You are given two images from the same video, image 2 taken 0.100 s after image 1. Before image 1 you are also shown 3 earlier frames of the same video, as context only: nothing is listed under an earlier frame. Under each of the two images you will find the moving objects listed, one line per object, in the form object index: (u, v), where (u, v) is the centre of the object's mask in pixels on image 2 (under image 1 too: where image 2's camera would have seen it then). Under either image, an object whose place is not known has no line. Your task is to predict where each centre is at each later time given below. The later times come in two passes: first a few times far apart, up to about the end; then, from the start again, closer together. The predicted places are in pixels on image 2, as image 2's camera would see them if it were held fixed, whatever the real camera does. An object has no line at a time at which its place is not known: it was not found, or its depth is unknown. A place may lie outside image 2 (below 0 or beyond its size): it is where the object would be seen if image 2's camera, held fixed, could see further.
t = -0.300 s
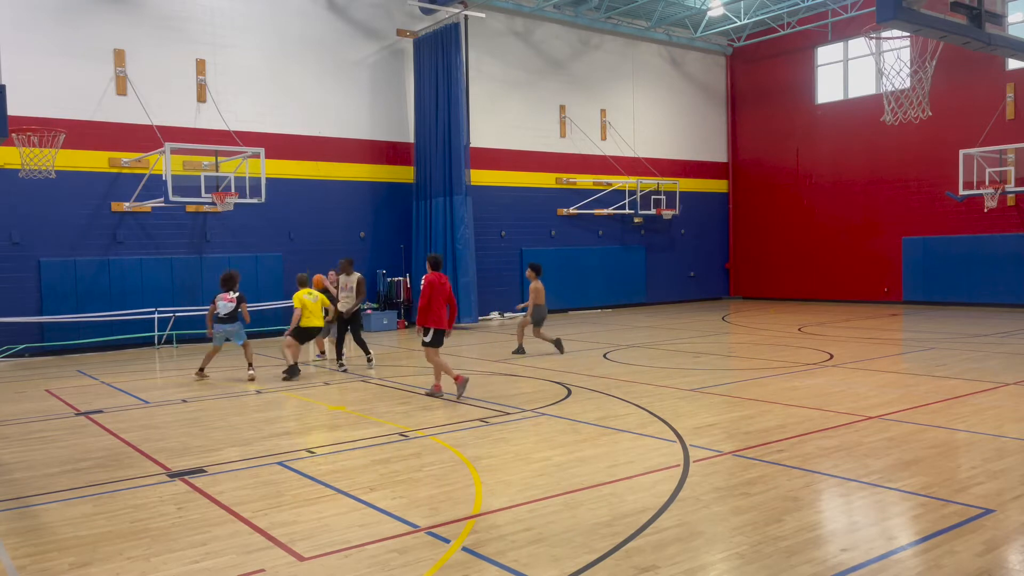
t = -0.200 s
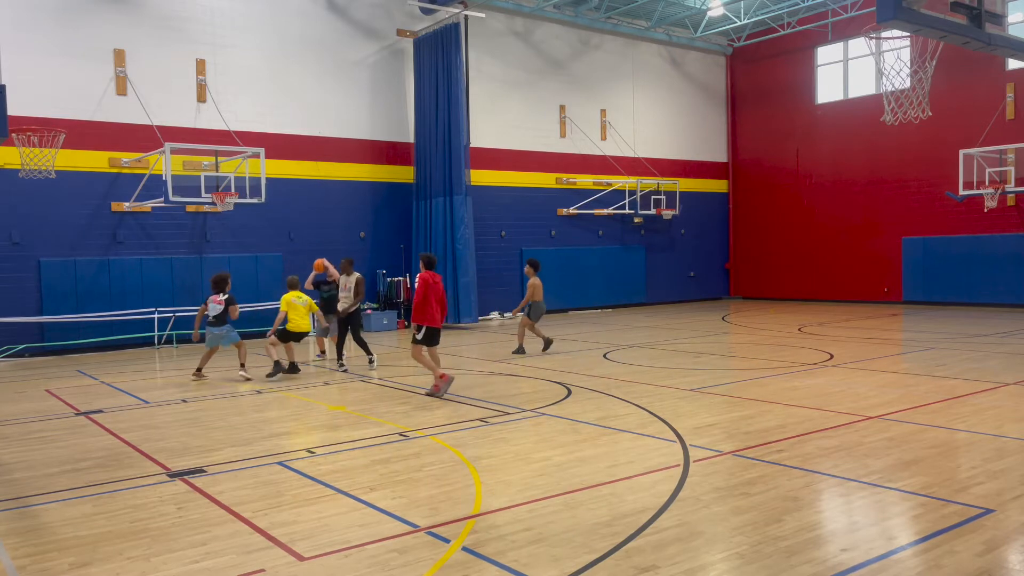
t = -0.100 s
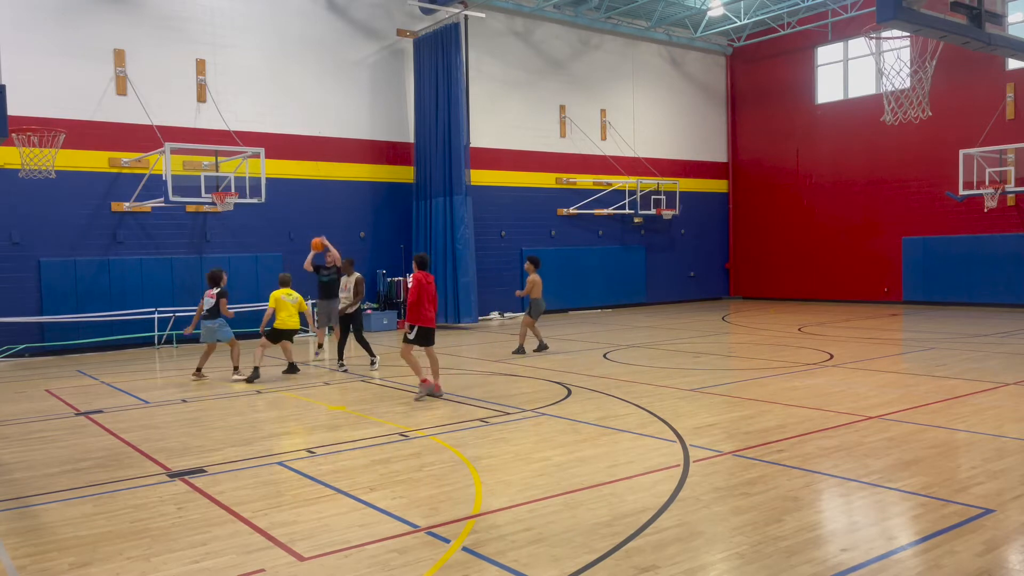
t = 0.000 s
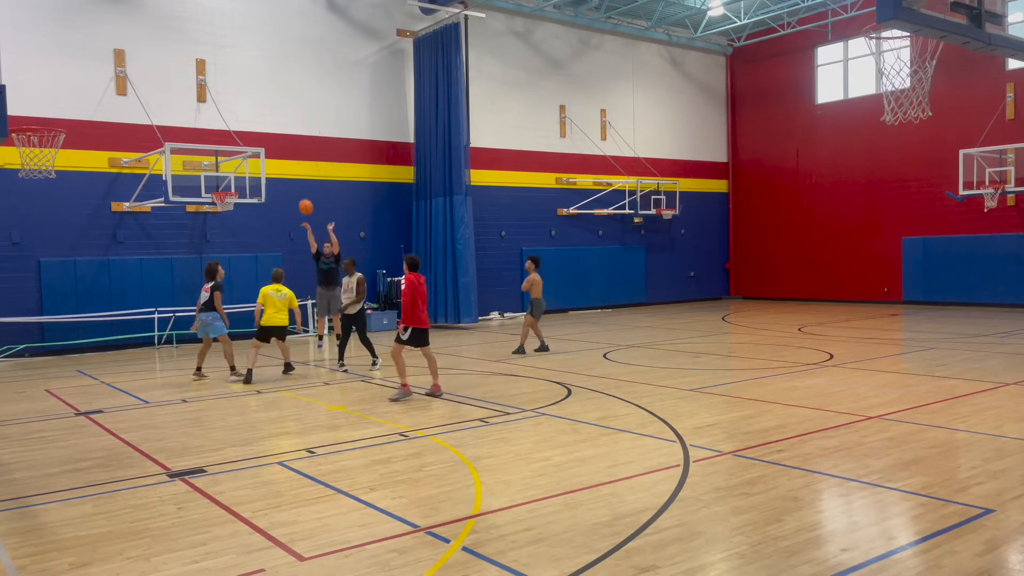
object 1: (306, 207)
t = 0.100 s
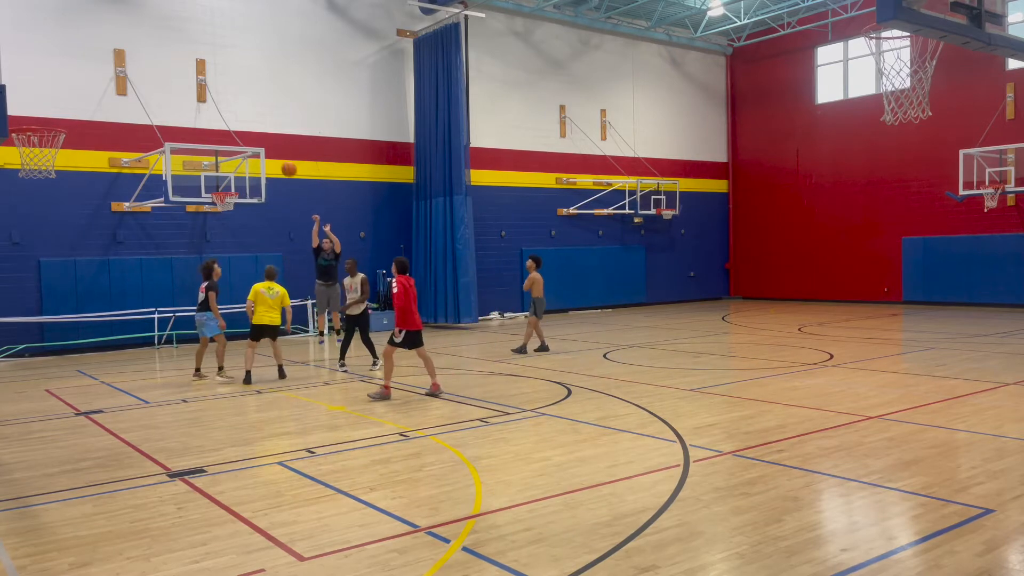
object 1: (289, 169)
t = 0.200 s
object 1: (271, 135)
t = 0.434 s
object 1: (224, 71)
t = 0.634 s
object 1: (178, 40)
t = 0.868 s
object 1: (115, 40)
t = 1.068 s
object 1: (52, 82)
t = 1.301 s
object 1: (64, 73)
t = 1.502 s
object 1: (131, 36)
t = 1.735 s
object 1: (203, 42)
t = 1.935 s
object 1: (257, 84)
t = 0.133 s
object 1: (283, 157)
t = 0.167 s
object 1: (277, 145)
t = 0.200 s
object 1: (271, 135)
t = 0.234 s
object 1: (265, 124)
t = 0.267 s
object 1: (258, 114)
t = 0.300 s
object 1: (252, 105)
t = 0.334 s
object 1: (245, 96)
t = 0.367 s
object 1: (238, 87)
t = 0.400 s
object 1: (231, 79)
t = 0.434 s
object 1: (224, 71)
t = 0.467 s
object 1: (217, 65)
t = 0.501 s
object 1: (209, 58)
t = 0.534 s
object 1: (202, 52)
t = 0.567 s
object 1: (194, 48)
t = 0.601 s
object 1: (186, 44)
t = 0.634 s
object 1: (178, 40)
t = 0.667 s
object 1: (170, 37)
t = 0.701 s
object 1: (161, 35)
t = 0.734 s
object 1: (152, 34)
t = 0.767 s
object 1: (143, 34)
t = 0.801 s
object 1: (134, 35)
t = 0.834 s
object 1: (125, 37)
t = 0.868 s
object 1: (115, 40)
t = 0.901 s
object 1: (105, 44)
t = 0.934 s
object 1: (95, 49)
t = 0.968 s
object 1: (84, 55)
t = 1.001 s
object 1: (74, 63)
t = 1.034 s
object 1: (63, 72)
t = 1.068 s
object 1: (52, 82)
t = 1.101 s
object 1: (40, 94)
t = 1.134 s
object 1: (29, 106)
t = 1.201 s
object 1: (28, 108)
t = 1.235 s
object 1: (41, 95)
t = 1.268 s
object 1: (53, 84)
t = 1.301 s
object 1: (64, 73)
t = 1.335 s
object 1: (76, 63)
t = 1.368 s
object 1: (87, 55)
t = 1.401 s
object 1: (99, 49)
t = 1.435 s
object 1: (110, 43)
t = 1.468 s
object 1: (121, 39)
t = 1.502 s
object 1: (131, 36)
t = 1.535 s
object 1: (142, 34)
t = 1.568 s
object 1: (153, 32)
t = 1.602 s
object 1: (163, 33)
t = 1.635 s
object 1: (173, 34)
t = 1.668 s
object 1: (183, 36)
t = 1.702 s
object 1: (193, 39)
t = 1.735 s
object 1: (203, 42)
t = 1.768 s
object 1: (212, 47)
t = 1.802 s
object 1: (221, 53)
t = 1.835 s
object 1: (230, 60)
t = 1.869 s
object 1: (239, 67)
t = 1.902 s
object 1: (248, 75)
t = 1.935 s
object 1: (257, 84)
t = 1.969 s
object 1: (266, 94)
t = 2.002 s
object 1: (274, 104)
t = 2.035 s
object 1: (283, 116)
